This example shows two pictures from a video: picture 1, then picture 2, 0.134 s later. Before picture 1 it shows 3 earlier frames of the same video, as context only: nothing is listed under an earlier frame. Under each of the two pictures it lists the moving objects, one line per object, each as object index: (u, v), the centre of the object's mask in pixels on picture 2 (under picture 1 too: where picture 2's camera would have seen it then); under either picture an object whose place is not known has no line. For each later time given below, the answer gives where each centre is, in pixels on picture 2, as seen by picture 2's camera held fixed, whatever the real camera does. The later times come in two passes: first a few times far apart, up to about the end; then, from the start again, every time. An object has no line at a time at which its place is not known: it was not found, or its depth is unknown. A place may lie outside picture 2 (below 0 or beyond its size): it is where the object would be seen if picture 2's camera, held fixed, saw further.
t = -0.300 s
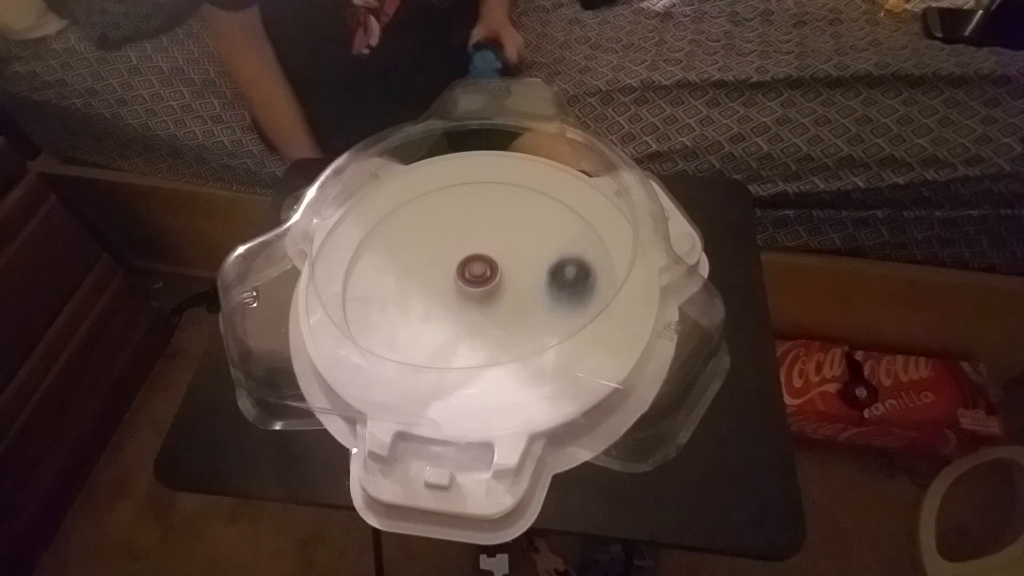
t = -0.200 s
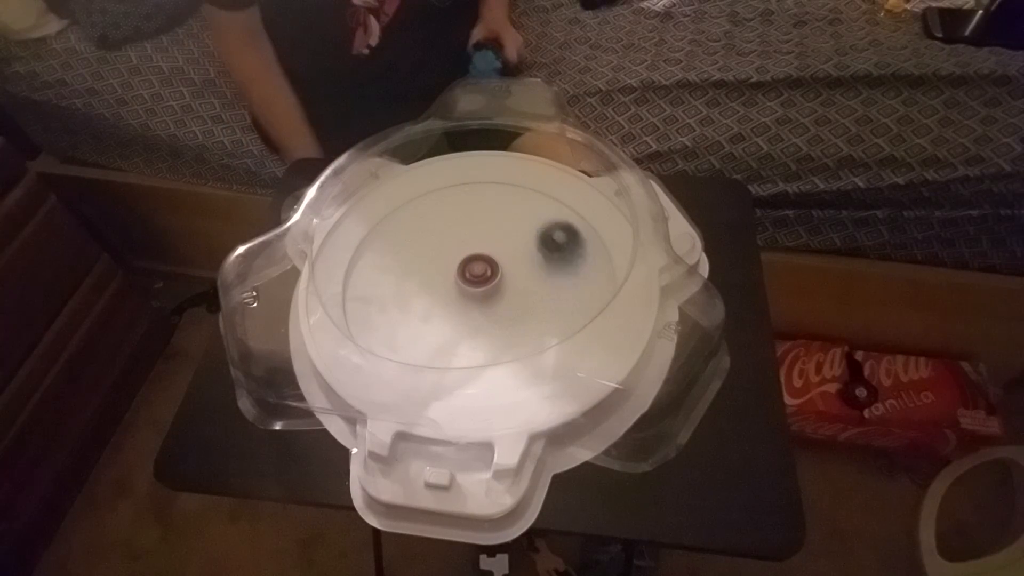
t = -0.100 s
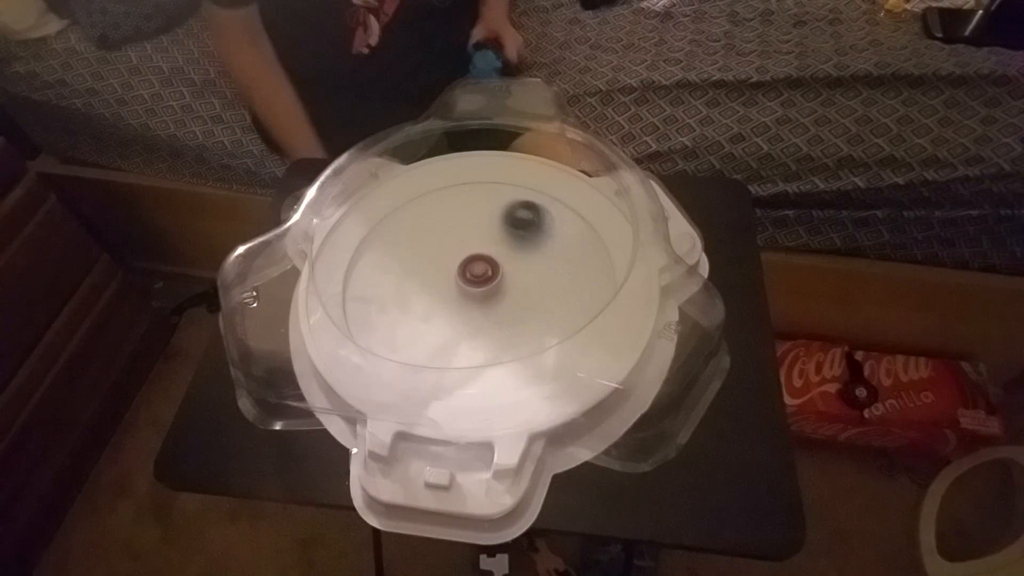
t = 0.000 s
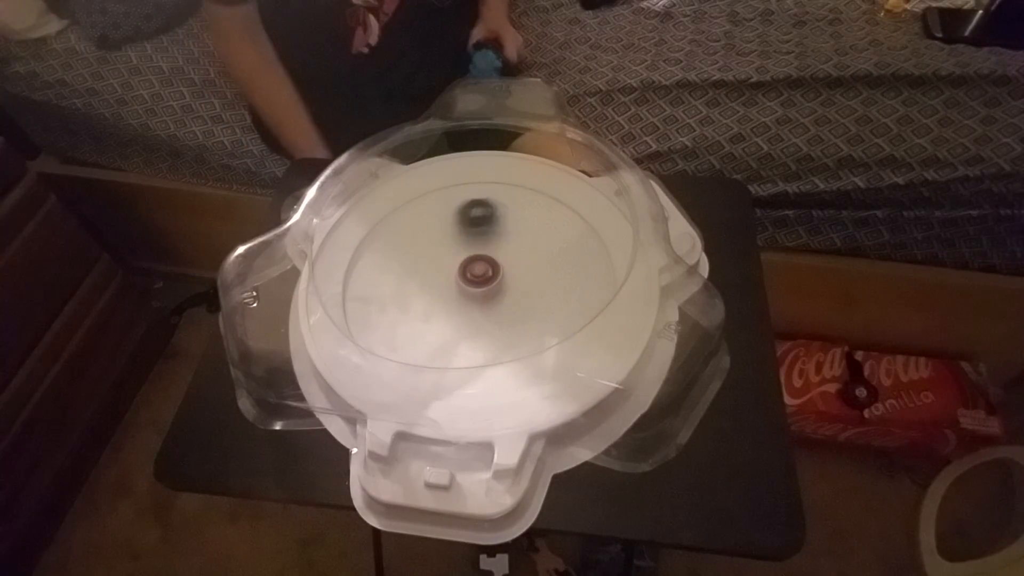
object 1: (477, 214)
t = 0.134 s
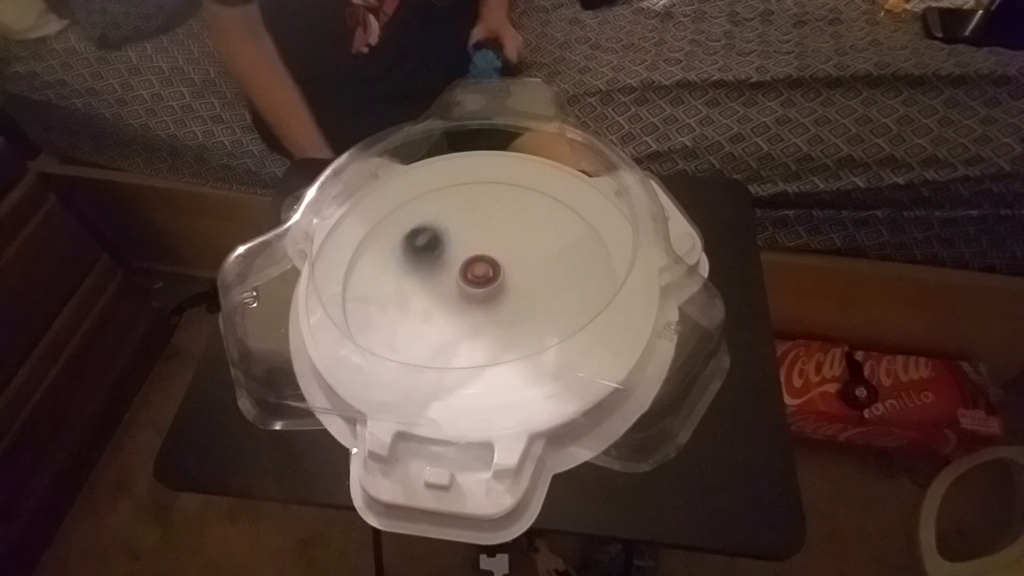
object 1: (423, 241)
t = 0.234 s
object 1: (404, 279)
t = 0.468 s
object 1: (463, 345)
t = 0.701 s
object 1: (552, 293)
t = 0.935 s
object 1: (505, 219)
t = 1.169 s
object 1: (412, 231)
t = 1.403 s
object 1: (411, 312)
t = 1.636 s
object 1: (519, 314)
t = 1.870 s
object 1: (545, 237)
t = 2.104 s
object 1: (465, 208)
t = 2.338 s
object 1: (413, 279)
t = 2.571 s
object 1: (484, 333)
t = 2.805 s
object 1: (561, 281)
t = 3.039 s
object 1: (507, 221)
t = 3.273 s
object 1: (419, 252)
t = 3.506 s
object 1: (427, 326)
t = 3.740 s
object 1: (526, 316)
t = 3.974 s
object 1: (530, 240)
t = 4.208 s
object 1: (446, 222)
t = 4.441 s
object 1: (407, 286)
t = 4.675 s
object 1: (488, 324)
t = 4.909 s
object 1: (553, 267)
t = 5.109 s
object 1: (510, 219)
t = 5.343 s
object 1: (430, 246)
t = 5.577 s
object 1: (441, 318)
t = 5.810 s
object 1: (530, 315)
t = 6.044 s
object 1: (534, 248)
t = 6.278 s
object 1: (454, 233)
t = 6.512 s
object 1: (412, 291)
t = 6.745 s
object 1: (480, 325)
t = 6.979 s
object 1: (538, 270)
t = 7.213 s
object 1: (489, 222)
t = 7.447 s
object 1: (424, 254)
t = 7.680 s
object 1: (452, 315)
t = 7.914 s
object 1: (535, 299)
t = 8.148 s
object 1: (528, 240)
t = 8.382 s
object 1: (453, 238)
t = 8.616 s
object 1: (426, 296)
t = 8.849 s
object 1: (491, 322)
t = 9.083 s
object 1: (535, 272)
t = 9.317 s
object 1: (484, 229)
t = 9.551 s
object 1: (425, 259)
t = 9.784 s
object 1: (449, 311)
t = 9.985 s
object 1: (514, 302)
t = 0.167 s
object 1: (414, 252)
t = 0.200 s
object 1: (407, 264)
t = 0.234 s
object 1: (404, 279)
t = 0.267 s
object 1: (403, 292)
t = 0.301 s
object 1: (404, 304)
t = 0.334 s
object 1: (411, 316)
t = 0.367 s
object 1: (420, 327)
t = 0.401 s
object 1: (432, 336)
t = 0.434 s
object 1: (447, 343)
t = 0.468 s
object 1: (463, 345)
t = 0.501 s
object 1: (480, 345)
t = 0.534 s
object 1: (497, 342)
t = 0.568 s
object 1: (513, 336)
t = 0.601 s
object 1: (526, 327)
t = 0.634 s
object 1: (537, 317)
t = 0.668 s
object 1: (547, 305)
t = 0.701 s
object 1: (552, 293)
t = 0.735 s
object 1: (554, 280)
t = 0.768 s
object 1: (552, 268)
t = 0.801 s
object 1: (547, 254)
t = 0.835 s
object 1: (539, 243)
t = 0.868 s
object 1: (530, 233)
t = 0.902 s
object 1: (519, 225)
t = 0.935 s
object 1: (505, 219)
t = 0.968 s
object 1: (492, 215)
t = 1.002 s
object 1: (478, 213)
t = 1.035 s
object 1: (463, 213)
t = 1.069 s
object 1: (449, 215)
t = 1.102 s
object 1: (436, 219)
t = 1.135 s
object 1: (422, 225)
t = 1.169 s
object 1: (412, 231)
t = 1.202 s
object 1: (404, 242)
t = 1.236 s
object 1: (396, 252)
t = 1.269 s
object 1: (394, 267)
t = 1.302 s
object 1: (393, 280)
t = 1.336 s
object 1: (396, 292)
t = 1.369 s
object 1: (402, 303)
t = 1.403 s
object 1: (411, 312)
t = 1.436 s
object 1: (424, 321)
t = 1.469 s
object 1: (439, 327)
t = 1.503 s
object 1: (456, 331)
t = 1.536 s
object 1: (473, 331)
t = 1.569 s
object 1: (489, 328)
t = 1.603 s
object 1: (506, 322)
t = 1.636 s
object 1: (519, 314)
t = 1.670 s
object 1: (532, 306)
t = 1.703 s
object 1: (540, 295)
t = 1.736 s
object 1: (547, 283)
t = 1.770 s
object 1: (551, 271)
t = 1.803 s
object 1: (552, 260)
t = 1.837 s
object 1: (550, 247)
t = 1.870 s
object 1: (545, 237)
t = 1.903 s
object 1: (538, 227)
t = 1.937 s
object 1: (528, 219)
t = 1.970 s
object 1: (517, 212)
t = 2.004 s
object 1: (506, 208)
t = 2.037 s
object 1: (493, 206)
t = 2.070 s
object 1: (479, 206)
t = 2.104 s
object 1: (465, 208)
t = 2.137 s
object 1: (452, 213)
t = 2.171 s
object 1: (440, 220)
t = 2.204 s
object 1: (429, 229)
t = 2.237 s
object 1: (421, 239)
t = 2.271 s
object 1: (416, 252)
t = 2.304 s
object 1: (413, 266)
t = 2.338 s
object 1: (413, 279)
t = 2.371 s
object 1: (415, 291)
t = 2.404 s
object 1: (421, 302)
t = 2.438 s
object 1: (430, 312)
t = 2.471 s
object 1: (441, 321)
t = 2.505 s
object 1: (454, 327)
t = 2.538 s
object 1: (468, 332)
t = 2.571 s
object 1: (484, 333)
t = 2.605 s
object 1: (501, 332)
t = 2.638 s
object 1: (516, 327)
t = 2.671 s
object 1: (530, 322)
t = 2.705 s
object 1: (542, 314)
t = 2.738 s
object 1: (551, 304)
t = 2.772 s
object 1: (557, 293)
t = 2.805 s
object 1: (561, 281)
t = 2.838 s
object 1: (561, 270)
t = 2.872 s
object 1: (559, 258)
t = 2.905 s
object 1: (553, 247)
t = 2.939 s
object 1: (544, 238)
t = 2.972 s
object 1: (533, 230)
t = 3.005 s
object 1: (521, 224)
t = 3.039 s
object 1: (507, 221)
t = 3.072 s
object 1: (493, 219)
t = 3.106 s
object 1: (479, 220)
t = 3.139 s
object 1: (464, 222)
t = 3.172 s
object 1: (450, 226)
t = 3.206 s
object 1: (438, 232)
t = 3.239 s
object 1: (429, 241)
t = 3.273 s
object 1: (419, 252)
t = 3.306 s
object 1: (412, 263)
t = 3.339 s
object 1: (407, 274)
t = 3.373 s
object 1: (405, 285)
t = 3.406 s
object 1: (407, 297)
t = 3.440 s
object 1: (411, 307)
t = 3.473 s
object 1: (417, 317)
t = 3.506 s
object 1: (427, 326)
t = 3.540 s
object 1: (439, 333)
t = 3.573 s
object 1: (454, 337)
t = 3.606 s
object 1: (469, 338)
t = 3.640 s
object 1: (485, 336)
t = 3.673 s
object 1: (501, 332)
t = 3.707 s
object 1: (516, 324)
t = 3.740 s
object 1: (526, 316)
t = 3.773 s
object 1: (536, 305)
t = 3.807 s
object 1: (542, 295)
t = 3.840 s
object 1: (546, 283)
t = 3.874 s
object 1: (547, 272)
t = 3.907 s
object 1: (543, 260)
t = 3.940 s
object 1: (538, 250)
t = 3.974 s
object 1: (530, 240)
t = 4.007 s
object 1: (521, 232)
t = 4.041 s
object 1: (510, 225)
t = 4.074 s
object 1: (498, 221)
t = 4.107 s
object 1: (485, 219)
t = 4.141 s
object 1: (472, 217)
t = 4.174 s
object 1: (459, 219)
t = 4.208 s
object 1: (446, 222)
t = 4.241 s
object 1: (434, 227)
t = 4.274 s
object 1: (424, 234)
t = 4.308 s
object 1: (415, 242)
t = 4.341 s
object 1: (409, 253)
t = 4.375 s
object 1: (405, 264)
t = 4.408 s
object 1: (405, 275)
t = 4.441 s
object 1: (407, 286)
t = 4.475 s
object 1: (412, 297)
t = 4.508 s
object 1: (420, 306)
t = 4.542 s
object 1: (431, 314)
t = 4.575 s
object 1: (443, 320)
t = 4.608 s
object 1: (458, 324)
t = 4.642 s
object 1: (473, 326)
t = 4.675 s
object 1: (488, 324)
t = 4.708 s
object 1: (504, 320)
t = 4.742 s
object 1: (518, 314)
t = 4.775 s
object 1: (529, 306)
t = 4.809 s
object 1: (538, 297)
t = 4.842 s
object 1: (545, 287)
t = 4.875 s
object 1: (550, 278)
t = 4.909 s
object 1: (553, 267)
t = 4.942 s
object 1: (551, 256)
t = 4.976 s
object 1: (547, 247)
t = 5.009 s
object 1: (540, 238)
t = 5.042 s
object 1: (532, 230)
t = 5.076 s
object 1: (523, 224)
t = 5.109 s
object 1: (510, 219)
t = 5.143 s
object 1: (498, 218)
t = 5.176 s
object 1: (485, 217)
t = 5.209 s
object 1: (473, 219)
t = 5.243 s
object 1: (460, 223)
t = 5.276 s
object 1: (449, 229)
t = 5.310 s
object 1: (438, 237)
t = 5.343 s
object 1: (430, 246)
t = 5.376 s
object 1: (424, 256)
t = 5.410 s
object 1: (421, 268)
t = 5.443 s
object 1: (420, 280)
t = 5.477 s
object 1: (421, 290)
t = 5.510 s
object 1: (425, 301)
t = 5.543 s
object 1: (432, 309)
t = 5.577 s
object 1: (441, 318)
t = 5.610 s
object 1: (452, 324)
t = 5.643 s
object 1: (464, 329)
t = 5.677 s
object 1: (477, 331)
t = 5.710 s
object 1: (491, 331)
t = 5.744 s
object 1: (505, 327)
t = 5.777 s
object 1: (518, 322)
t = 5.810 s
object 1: (530, 315)
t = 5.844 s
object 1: (538, 306)
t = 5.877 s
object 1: (545, 297)
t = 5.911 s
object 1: (549, 287)
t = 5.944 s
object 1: (550, 277)
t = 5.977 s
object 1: (548, 267)
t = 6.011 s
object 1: (542, 257)
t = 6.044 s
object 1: (534, 248)
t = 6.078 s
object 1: (526, 239)
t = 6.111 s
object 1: (515, 235)
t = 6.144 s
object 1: (503, 232)
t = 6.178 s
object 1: (490, 230)
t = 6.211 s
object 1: (479, 229)
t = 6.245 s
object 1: (466, 230)
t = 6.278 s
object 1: (454, 233)
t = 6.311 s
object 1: (443, 237)
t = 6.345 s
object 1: (433, 243)
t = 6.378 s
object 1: (424, 251)
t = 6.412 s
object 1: (417, 260)
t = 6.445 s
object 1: (413, 270)
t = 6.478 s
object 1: (411, 281)
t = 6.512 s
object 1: (412, 291)
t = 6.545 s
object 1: (416, 300)
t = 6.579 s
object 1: (422, 308)
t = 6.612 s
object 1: (431, 315)
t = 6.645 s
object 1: (442, 321)
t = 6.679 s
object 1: (454, 326)
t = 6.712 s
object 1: (467, 327)
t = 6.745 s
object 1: (480, 325)
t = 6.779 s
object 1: (494, 322)
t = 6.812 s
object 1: (509, 314)
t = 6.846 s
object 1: (517, 307)
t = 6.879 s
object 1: (526, 299)
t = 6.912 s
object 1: (533, 289)
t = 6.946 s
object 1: (537, 280)
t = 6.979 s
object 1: (538, 270)
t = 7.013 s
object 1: (537, 261)
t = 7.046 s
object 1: (533, 252)
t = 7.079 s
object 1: (528, 243)
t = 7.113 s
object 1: (521, 236)
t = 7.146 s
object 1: (511, 229)
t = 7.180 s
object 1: (500, 224)
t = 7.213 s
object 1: (489, 222)
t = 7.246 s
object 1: (478, 222)
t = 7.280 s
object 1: (466, 224)
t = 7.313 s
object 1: (456, 227)
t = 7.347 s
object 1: (446, 231)
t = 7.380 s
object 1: (437, 238)
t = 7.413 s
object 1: (429, 245)
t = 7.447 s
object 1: (424, 254)
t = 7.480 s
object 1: (421, 265)
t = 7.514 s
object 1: (421, 275)
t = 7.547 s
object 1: (422, 284)
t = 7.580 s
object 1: (427, 294)
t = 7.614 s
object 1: (433, 302)
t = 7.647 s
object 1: (442, 310)
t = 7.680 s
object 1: (452, 315)
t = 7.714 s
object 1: (463, 319)
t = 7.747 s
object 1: (475, 321)
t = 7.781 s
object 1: (488, 320)
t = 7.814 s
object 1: (502, 317)
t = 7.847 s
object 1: (515, 312)
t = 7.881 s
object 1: (526, 306)
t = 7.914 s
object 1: (535, 299)
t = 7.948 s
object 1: (541, 291)
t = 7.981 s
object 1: (544, 282)
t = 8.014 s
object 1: (546, 272)
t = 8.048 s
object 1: (545, 263)
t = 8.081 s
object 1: (541, 255)
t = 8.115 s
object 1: (535, 247)
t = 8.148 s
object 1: (528, 240)
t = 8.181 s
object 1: (519, 234)
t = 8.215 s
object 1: (508, 231)
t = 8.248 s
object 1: (498, 228)
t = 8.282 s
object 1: (486, 229)
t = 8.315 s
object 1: (474, 230)
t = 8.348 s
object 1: (463, 234)
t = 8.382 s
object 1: (453, 238)
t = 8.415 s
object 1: (444, 244)
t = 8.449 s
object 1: (436, 251)
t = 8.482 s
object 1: (430, 260)
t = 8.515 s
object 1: (426, 269)
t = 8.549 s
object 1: (424, 279)
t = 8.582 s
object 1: (424, 287)
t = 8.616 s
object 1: (426, 296)
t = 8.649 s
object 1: (431, 305)
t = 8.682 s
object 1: (437, 312)
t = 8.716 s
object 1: (446, 318)
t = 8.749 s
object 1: (456, 322)
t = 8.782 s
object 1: (468, 325)
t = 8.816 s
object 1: (479, 325)
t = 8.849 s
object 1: (491, 322)
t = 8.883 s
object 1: (503, 318)
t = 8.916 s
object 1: (513, 312)
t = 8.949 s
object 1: (522, 306)
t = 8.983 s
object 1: (529, 298)
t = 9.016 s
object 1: (533, 288)
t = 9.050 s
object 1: (535, 280)
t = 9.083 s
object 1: (535, 272)
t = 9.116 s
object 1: (531, 261)
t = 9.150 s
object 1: (527, 253)
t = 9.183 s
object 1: (520, 245)
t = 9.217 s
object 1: (514, 240)
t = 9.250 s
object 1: (505, 236)
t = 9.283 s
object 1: (494, 231)
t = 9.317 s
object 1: (484, 229)
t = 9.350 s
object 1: (472, 230)
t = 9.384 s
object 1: (462, 232)
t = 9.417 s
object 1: (452, 235)
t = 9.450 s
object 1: (444, 239)
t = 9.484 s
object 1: (435, 244)
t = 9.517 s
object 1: (429, 251)
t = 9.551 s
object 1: (425, 259)
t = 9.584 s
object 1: (422, 267)
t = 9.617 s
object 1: (421, 275)
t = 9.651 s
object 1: (423, 284)
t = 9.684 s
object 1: (426, 292)
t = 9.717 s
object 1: (431, 299)
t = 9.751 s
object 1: (439, 306)
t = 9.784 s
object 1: (449, 311)
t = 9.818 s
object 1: (460, 314)
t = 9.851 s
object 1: (470, 316)
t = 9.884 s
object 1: (480, 315)
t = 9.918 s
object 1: (494, 313)
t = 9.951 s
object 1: (505, 309)
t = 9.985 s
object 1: (514, 302)
